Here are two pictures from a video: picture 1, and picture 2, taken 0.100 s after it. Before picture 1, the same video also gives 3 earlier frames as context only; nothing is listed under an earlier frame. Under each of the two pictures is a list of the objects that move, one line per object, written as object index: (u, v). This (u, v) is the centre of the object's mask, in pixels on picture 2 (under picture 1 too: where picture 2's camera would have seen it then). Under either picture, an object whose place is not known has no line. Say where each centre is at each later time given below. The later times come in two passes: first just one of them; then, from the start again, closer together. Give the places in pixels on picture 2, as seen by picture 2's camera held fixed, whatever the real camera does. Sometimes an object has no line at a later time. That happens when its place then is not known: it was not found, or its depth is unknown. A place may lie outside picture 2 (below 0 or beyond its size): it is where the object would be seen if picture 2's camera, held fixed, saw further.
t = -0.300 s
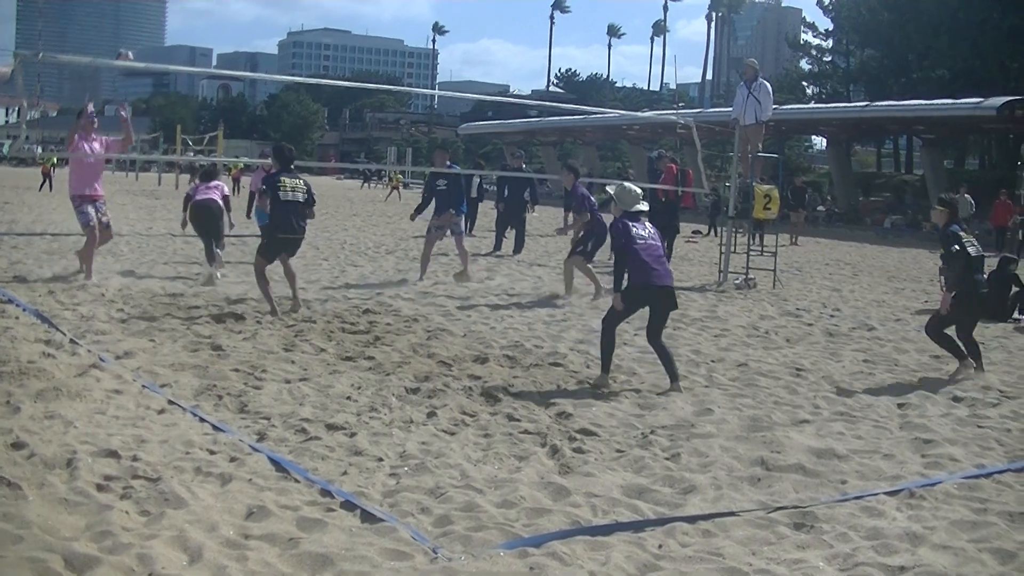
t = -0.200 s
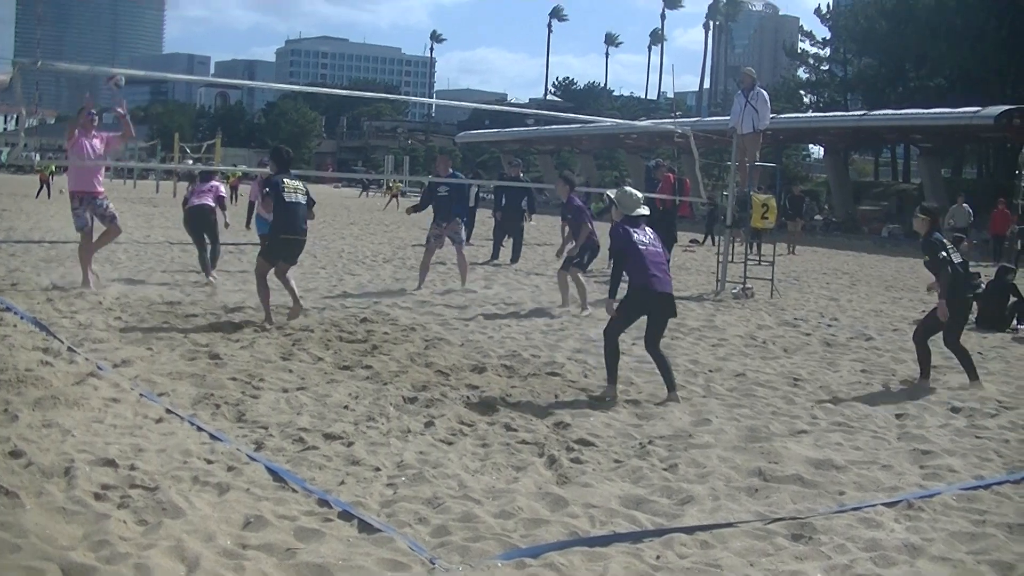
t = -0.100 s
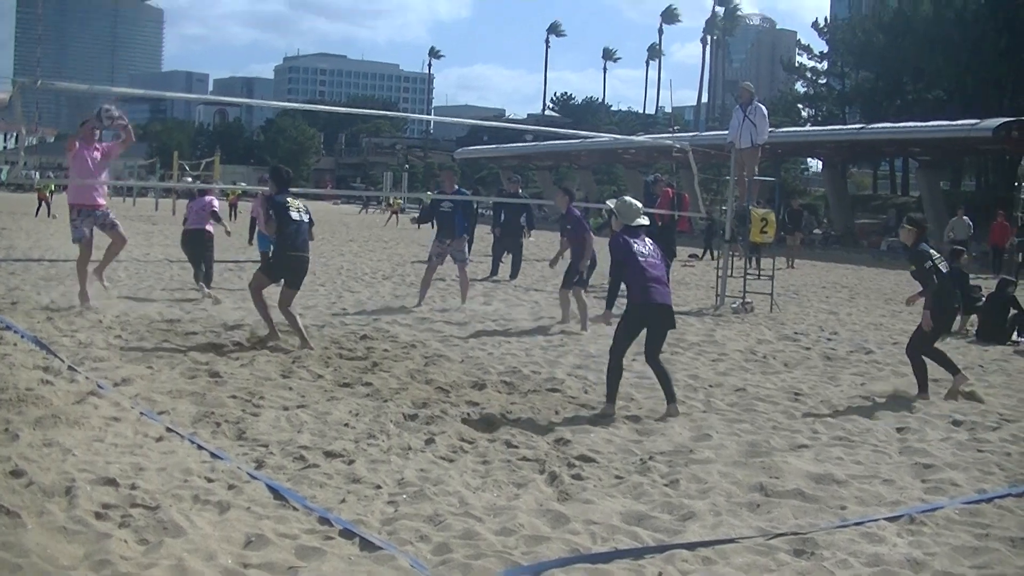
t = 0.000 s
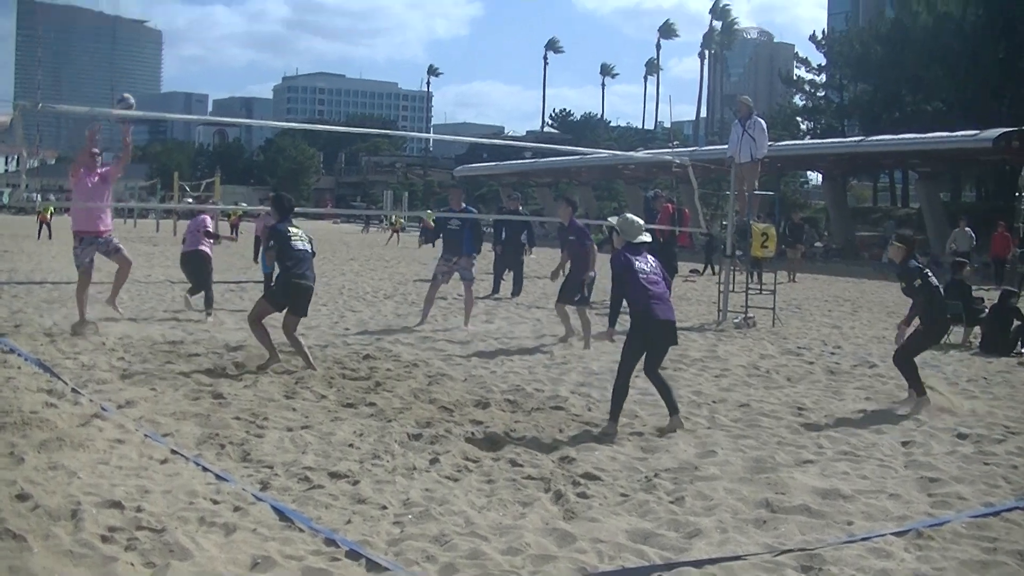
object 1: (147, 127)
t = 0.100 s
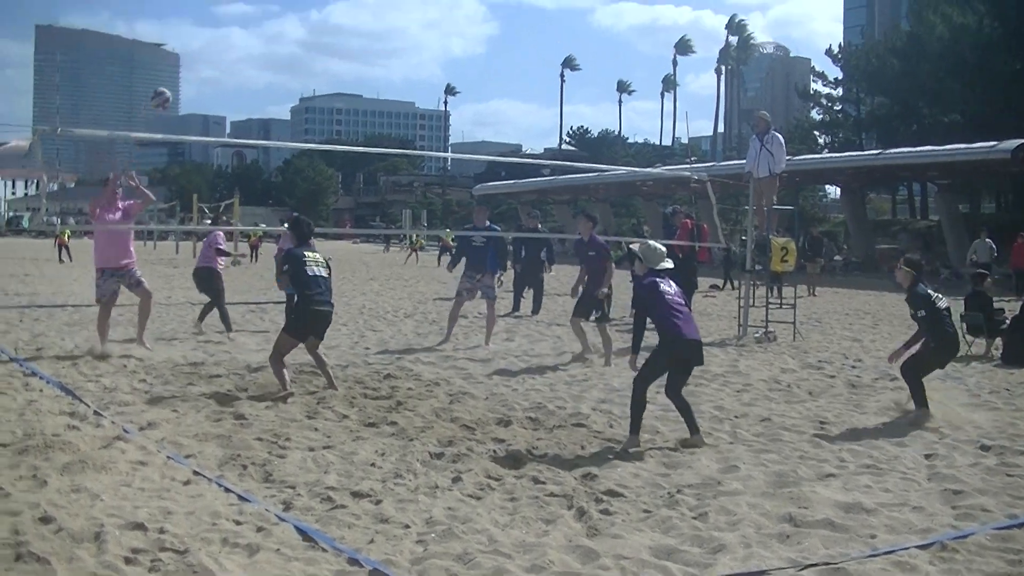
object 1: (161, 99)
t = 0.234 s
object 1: (190, 73)
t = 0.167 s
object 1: (175, 85)
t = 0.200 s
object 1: (182, 79)
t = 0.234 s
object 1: (190, 73)
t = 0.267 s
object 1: (199, 68)
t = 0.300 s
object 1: (208, 64)
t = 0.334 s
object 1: (217, 63)
